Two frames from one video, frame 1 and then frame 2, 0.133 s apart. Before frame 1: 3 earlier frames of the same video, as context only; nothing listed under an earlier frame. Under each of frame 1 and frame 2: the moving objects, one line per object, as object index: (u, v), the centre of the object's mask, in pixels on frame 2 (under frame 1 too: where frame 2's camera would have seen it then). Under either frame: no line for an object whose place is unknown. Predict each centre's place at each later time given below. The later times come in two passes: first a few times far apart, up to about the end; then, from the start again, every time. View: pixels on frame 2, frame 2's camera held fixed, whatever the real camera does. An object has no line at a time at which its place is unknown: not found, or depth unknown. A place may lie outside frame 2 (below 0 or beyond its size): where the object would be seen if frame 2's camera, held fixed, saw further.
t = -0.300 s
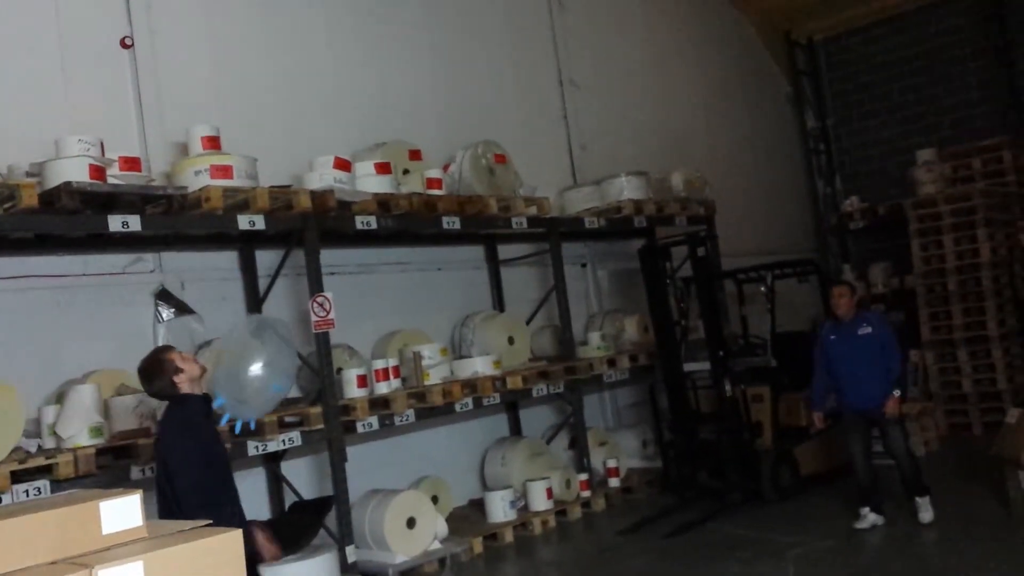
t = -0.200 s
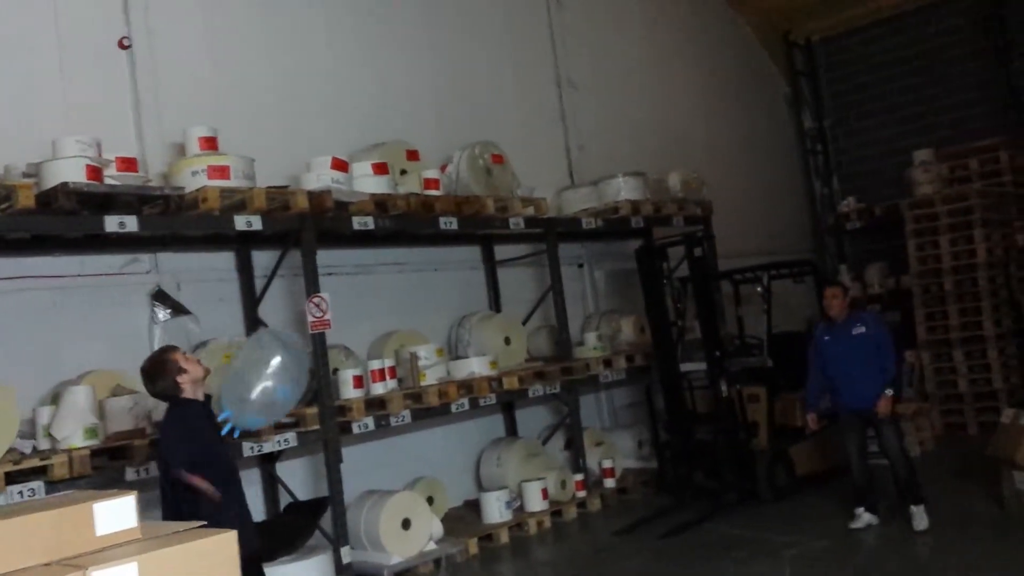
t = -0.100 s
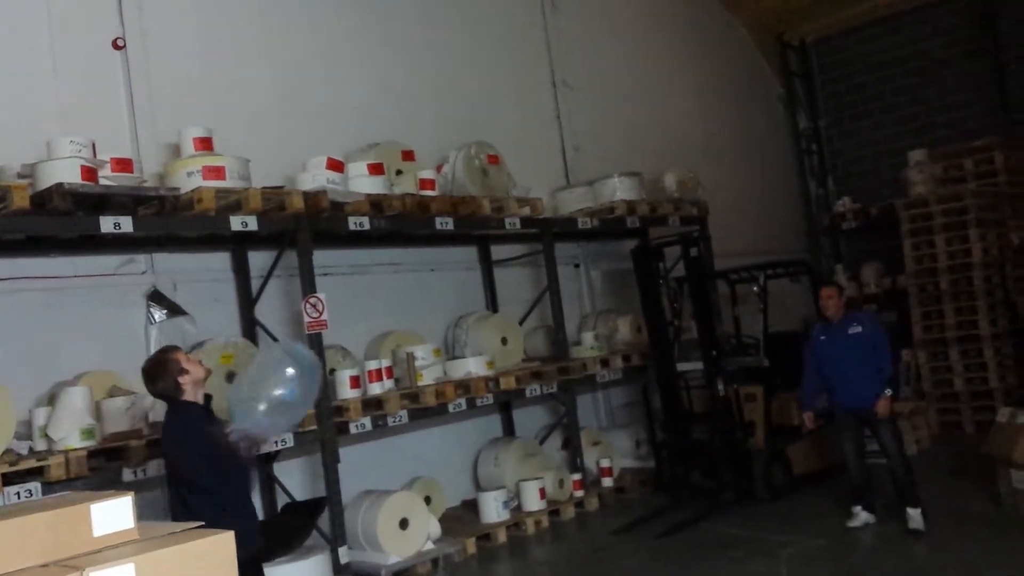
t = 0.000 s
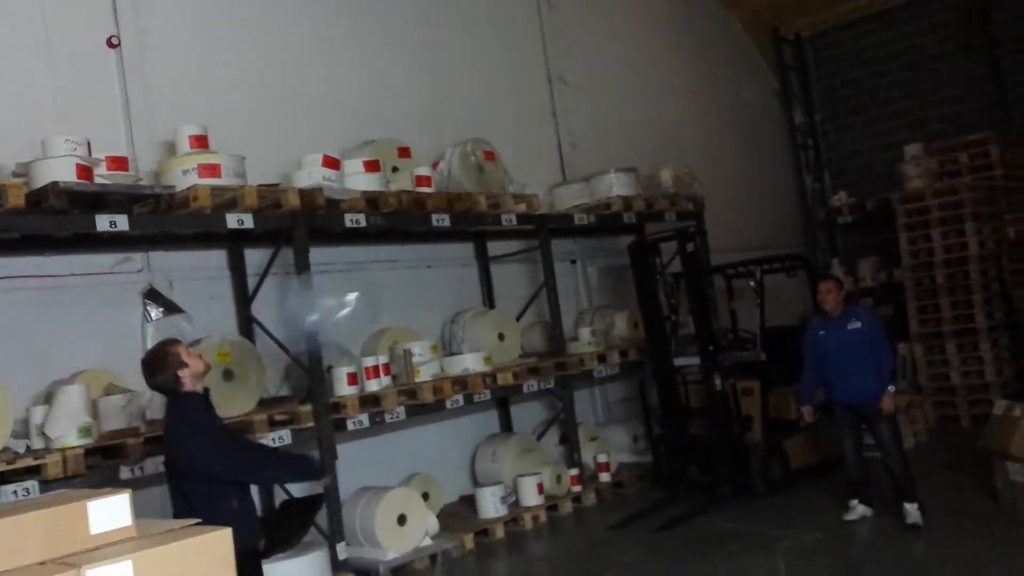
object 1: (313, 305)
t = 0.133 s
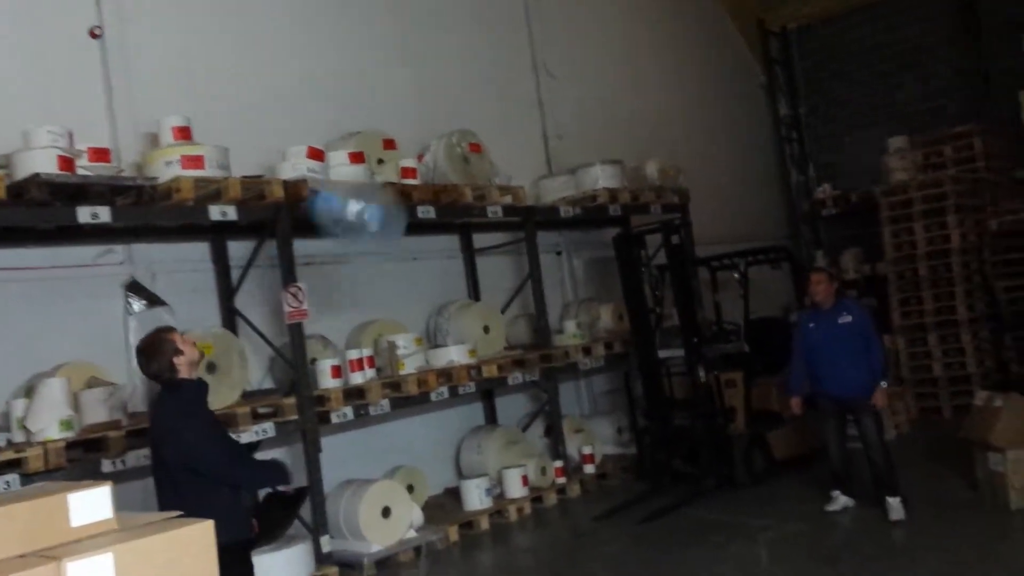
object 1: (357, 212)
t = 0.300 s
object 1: (402, 152)
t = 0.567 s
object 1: (453, 105)
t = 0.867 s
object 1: (498, 82)
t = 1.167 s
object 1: (528, 82)
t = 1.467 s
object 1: (557, 101)
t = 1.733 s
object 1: (586, 133)
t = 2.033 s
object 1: (617, 183)
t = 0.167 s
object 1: (368, 198)
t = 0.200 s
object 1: (377, 186)
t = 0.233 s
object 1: (386, 175)
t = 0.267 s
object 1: (394, 160)
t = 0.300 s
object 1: (402, 152)
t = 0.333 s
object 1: (410, 144)
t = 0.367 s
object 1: (418, 138)
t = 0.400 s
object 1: (423, 131)
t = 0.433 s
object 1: (430, 126)
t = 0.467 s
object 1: (436, 120)
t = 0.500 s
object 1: (443, 115)
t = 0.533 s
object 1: (449, 109)
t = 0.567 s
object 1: (453, 105)
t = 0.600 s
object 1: (459, 102)
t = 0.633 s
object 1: (464, 99)
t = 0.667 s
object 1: (469, 96)
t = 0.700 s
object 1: (474, 93)
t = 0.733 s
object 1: (479, 90)
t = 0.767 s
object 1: (485, 88)
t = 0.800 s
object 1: (489, 85)
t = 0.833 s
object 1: (494, 85)
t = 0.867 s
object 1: (498, 82)
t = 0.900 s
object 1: (500, 80)
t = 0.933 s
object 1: (503, 77)
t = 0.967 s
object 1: (507, 78)
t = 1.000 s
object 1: (510, 79)
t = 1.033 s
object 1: (513, 78)
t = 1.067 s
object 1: (518, 80)
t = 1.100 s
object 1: (522, 82)
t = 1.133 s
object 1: (526, 82)
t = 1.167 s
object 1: (528, 82)
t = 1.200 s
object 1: (532, 85)
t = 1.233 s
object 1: (533, 87)
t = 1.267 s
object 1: (538, 88)
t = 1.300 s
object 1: (542, 89)
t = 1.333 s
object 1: (545, 91)
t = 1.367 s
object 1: (547, 93)
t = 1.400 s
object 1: (551, 95)
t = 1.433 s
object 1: (554, 96)
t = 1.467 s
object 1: (557, 101)
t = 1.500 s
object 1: (560, 101)
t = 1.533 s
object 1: (567, 111)
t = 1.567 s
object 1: (570, 112)
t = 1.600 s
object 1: (572, 117)
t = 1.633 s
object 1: (575, 124)
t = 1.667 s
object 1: (578, 127)
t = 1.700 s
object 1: (583, 129)
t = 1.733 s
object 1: (586, 133)
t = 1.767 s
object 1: (590, 140)
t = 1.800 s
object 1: (593, 144)
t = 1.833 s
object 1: (597, 148)
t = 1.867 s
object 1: (601, 154)
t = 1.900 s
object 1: (604, 159)
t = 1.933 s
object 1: (608, 165)
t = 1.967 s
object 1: (610, 172)
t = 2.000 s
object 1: (613, 177)
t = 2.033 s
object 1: (617, 183)
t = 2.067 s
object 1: (617, 189)
